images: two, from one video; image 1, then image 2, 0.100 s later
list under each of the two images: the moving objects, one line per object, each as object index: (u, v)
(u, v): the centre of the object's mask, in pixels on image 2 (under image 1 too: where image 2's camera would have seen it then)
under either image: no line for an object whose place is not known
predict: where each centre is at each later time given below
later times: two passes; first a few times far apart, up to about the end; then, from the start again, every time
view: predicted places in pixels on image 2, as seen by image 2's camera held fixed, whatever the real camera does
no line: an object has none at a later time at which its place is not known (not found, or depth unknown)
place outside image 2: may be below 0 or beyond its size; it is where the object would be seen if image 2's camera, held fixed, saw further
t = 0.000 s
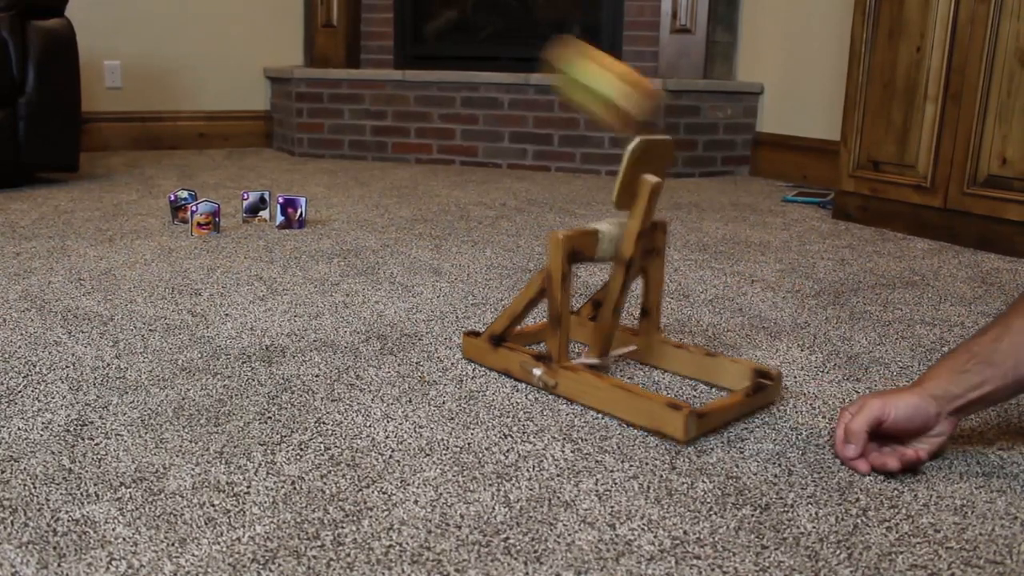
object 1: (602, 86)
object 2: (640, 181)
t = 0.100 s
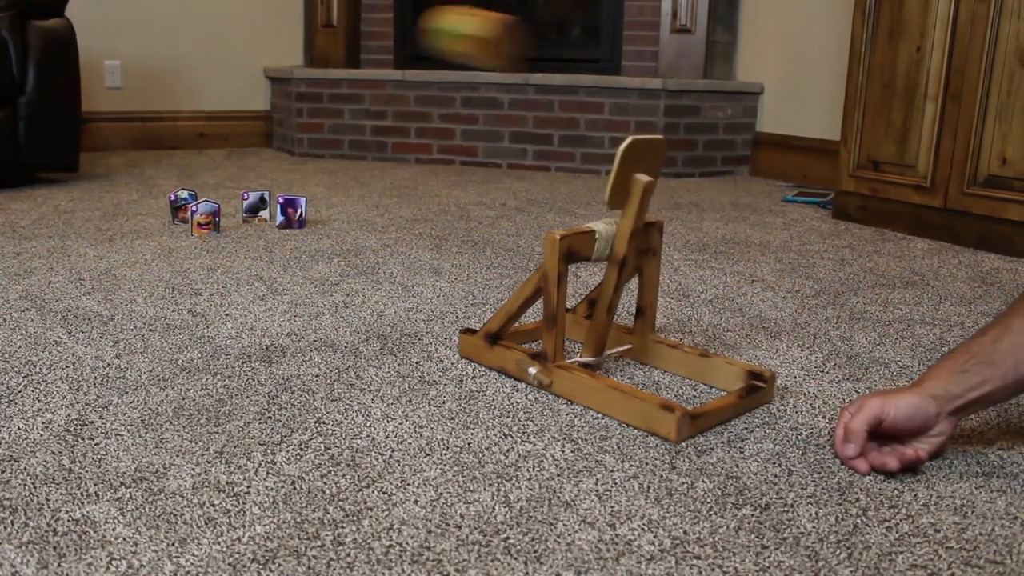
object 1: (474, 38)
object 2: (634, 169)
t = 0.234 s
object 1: (344, 80)
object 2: (633, 176)
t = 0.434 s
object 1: (241, 199)
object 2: (633, 178)
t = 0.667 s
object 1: (227, 191)
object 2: (633, 179)
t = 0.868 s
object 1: (195, 227)
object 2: (633, 181)
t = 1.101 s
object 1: (193, 227)
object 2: (633, 181)
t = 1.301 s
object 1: (217, 238)
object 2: (632, 182)
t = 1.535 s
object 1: (218, 238)
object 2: (633, 183)
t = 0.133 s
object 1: (438, 38)
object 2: (633, 175)
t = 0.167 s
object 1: (404, 44)
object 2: (633, 175)
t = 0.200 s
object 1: (374, 59)
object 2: (633, 176)
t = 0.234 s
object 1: (344, 80)
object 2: (633, 176)
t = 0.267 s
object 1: (319, 106)
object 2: (633, 177)
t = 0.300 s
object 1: (297, 134)
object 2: (633, 178)
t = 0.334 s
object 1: (277, 166)
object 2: (633, 178)
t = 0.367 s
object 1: (254, 207)
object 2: (633, 178)
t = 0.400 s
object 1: (244, 222)
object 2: (633, 178)
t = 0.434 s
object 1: (241, 199)
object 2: (633, 178)
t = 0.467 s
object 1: (238, 183)
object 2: (633, 178)
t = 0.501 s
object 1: (235, 170)
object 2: (633, 179)
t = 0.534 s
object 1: (232, 167)
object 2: (633, 179)
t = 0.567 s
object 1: (231, 162)
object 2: (633, 179)
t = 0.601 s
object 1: (230, 166)
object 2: (633, 179)
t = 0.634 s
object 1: (227, 179)
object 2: (633, 179)
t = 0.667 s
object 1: (227, 191)
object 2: (633, 179)
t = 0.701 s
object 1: (225, 211)
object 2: (633, 179)
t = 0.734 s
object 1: (221, 235)
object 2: (633, 179)
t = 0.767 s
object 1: (212, 238)
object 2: (633, 180)
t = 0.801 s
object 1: (207, 234)
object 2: (633, 179)
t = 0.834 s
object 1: (200, 229)
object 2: (633, 180)
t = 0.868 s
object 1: (195, 227)
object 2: (633, 181)
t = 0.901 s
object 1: (194, 226)
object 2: (632, 182)
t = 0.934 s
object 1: (193, 226)
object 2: (633, 181)
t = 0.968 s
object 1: (190, 226)
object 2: (633, 181)
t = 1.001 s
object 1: (190, 226)
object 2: (633, 180)
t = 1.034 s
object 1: (190, 226)
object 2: (633, 181)
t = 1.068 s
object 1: (191, 226)
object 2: (633, 181)
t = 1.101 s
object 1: (193, 227)
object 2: (633, 181)
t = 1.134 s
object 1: (195, 228)
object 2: (633, 181)
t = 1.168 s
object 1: (199, 231)
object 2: (633, 181)
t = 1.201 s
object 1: (206, 235)
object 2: (633, 181)
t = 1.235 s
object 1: (210, 239)
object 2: (633, 181)
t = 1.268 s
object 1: (214, 238)
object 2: (632, 182)
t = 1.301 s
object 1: (217, 238)
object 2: (632, 182)
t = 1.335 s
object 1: (218, 239)
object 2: (632, 182)
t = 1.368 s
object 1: (218, 238)
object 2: (632, 182)
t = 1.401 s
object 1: (218, 238)
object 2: (632, 181)
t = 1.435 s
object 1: (218, 238)
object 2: (632, 183)
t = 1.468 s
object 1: (219, 238)
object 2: (632, 182)
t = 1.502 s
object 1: (218, 238)
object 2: (632, 182)
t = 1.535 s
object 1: (218, 238)
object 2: (633, 183)
